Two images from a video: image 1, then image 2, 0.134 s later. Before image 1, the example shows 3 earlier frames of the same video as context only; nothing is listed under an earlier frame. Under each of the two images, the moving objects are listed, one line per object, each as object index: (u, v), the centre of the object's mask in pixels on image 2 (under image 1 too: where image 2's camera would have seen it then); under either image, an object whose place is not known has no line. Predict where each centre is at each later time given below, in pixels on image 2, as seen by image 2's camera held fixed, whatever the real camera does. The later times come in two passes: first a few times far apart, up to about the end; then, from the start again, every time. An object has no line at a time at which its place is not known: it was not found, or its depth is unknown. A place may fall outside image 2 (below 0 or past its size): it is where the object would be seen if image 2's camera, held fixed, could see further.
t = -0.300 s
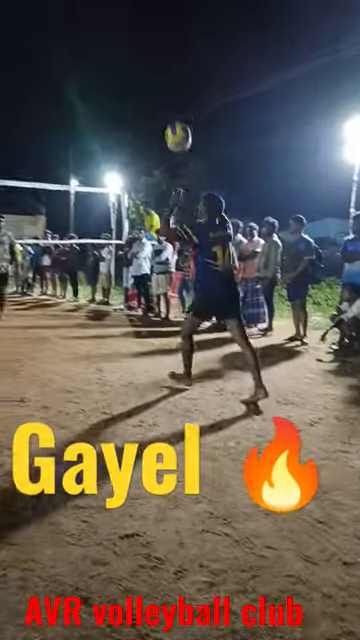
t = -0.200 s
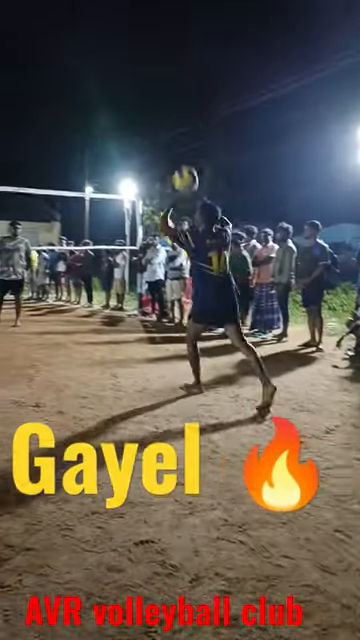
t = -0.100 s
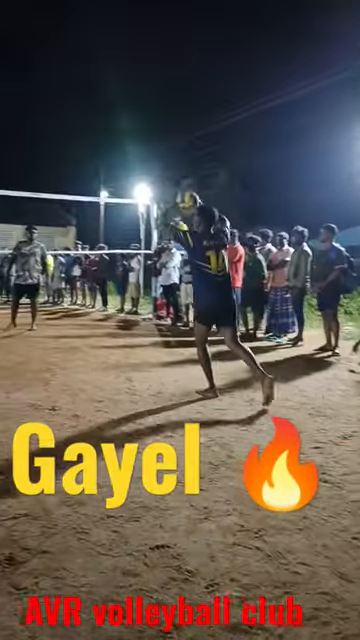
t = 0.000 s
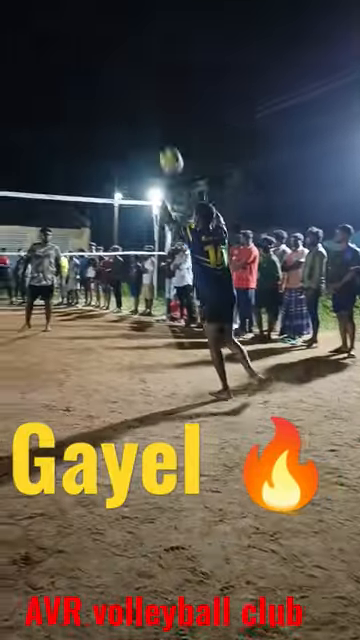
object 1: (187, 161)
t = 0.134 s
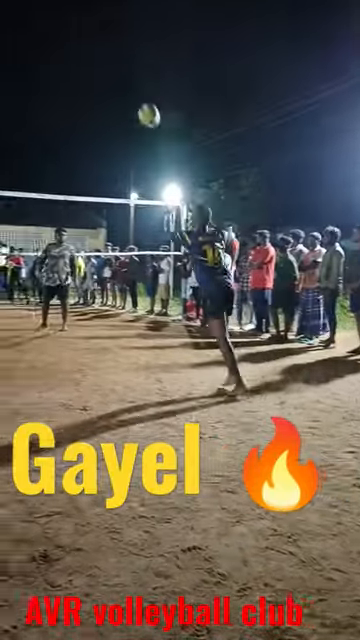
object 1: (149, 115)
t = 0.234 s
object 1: (125, 98)
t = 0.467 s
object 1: (82, 94)
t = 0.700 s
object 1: (51, 131)
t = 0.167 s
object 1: (140, 108)
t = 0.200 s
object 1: (133, 102)
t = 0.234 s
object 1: (125, 98)
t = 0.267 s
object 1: (118, 94)
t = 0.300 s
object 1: (110, 92)
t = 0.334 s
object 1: (104, 91)
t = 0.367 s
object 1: (99, 90)
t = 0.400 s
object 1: (93, 90)
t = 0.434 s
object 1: (87, 92)
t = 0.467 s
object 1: (82, 94)
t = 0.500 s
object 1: (77, 97)
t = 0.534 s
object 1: (72, 101)
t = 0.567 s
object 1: (67, 106)
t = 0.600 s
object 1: (63, 111)
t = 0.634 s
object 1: (59, 117)
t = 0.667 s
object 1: (55, 124)
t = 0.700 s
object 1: (51, 131)
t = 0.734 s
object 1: (47, 138)
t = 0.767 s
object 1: (44, 146)
